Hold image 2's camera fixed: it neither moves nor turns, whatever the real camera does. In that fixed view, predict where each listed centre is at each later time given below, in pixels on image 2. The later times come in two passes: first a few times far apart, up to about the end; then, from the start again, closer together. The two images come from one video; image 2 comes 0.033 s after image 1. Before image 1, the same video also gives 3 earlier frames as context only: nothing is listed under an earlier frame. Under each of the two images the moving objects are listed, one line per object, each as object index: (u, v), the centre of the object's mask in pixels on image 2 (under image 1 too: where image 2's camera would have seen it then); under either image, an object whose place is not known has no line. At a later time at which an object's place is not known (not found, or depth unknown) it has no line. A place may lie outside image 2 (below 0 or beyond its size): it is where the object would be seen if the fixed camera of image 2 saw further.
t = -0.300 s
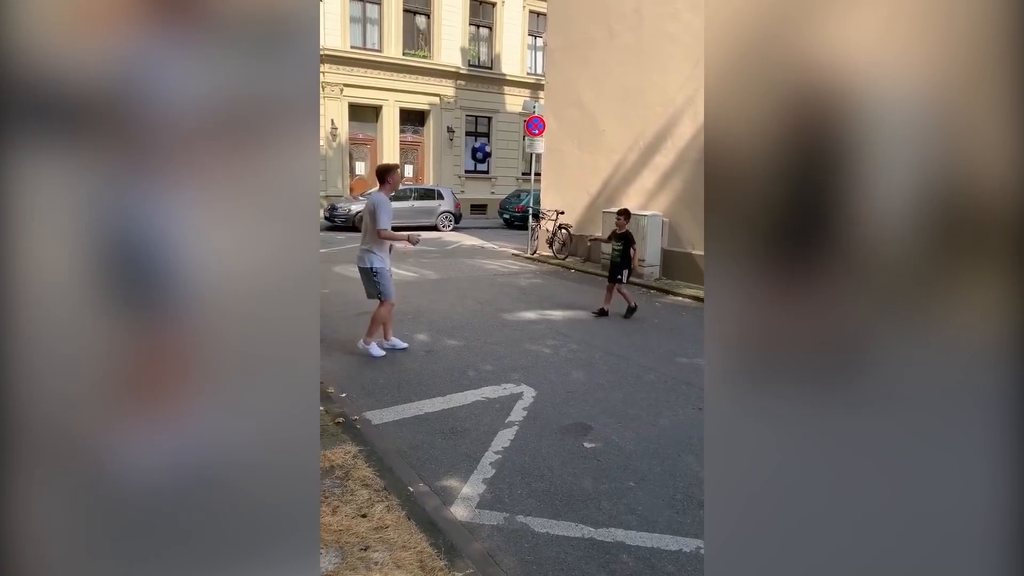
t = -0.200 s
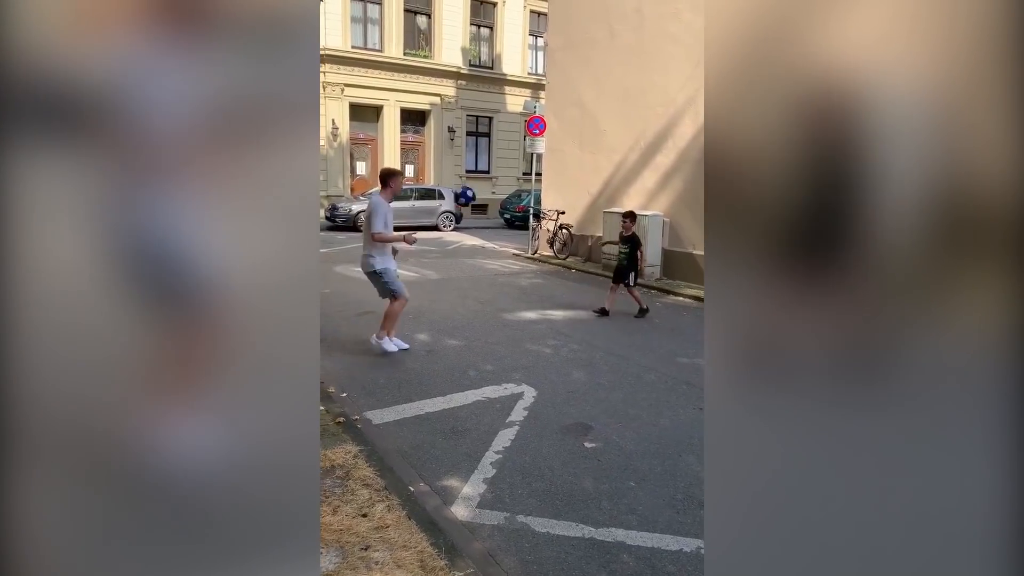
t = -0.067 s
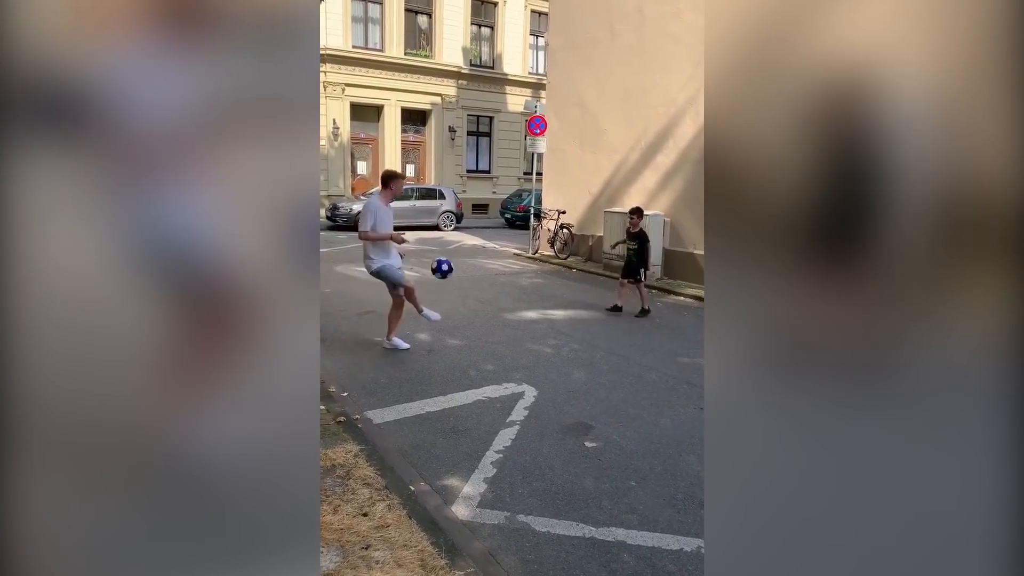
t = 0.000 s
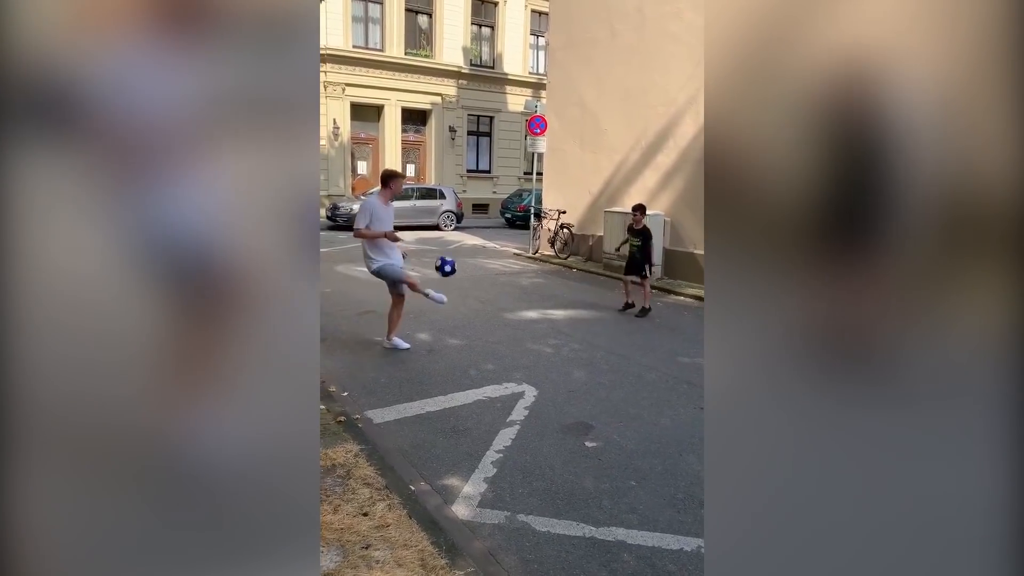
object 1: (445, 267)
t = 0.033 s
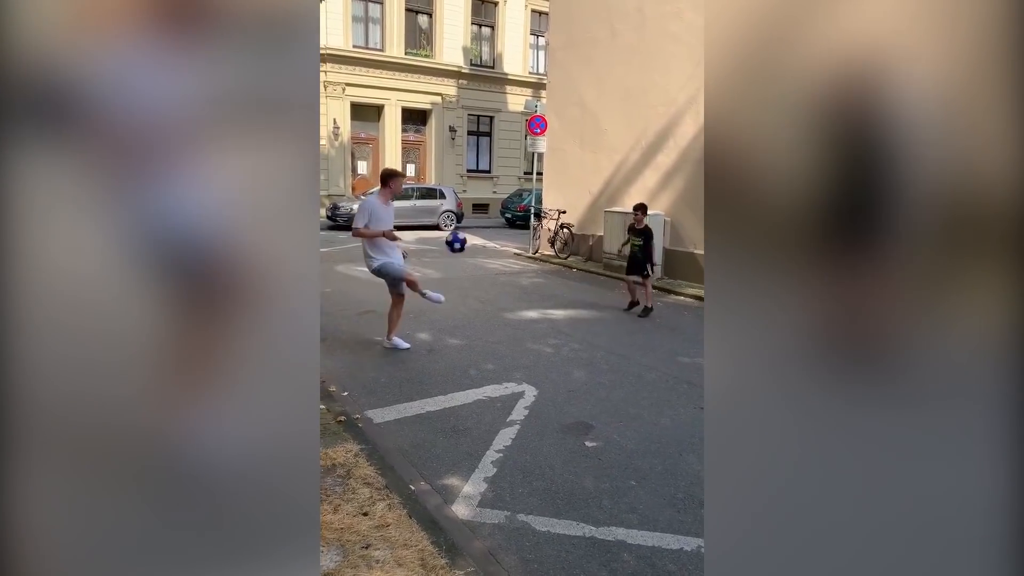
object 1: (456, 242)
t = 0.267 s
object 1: (528, 105)
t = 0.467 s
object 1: (586, 34)
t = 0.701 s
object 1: (648, 8)
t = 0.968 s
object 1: (704, 41)
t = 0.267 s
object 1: (528, 105)
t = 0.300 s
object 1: (538, 90)
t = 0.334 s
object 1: (548, 76)
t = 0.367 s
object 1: (558, 64)
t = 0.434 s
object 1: (577, 43)
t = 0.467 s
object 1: (586, 34)
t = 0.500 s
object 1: (595, 26)
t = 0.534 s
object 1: (604, 20)
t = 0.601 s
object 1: (623, 11)
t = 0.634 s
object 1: (632, 9)
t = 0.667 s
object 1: (640, 8)
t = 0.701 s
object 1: (648, 8)
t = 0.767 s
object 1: (665, 9)
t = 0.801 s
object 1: (672, 11)
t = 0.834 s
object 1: (680, 15)
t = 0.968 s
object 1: (704, 41)
